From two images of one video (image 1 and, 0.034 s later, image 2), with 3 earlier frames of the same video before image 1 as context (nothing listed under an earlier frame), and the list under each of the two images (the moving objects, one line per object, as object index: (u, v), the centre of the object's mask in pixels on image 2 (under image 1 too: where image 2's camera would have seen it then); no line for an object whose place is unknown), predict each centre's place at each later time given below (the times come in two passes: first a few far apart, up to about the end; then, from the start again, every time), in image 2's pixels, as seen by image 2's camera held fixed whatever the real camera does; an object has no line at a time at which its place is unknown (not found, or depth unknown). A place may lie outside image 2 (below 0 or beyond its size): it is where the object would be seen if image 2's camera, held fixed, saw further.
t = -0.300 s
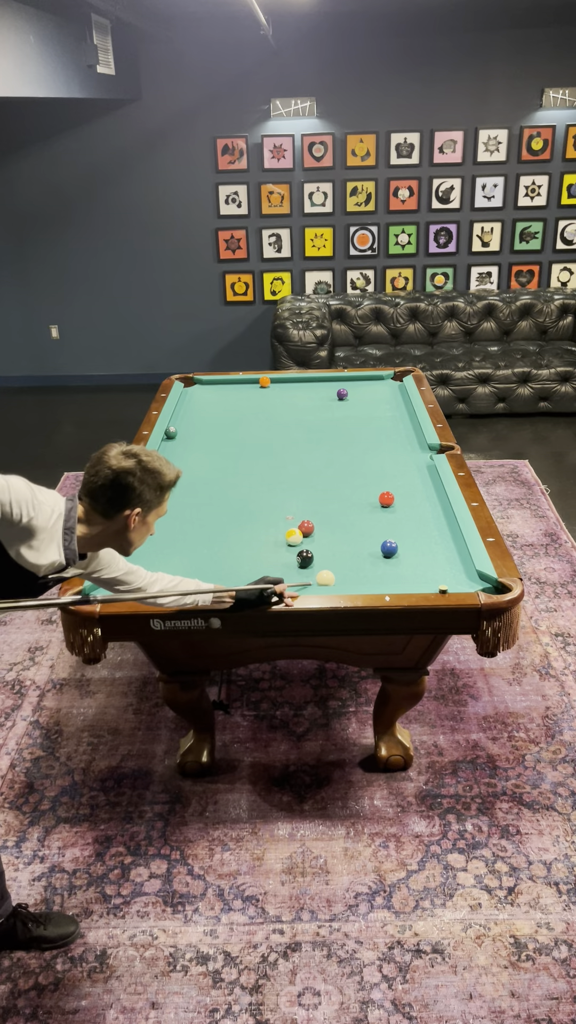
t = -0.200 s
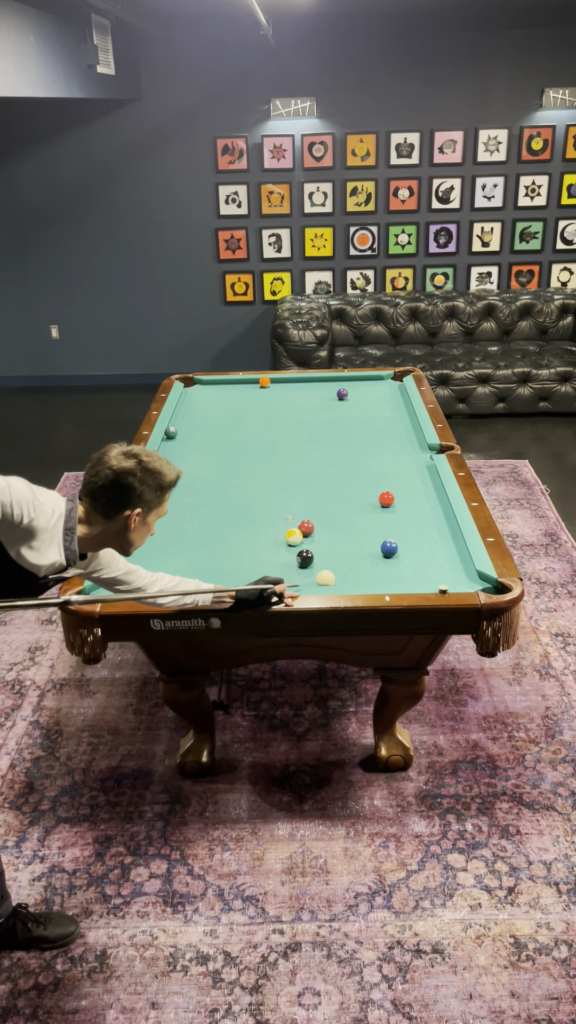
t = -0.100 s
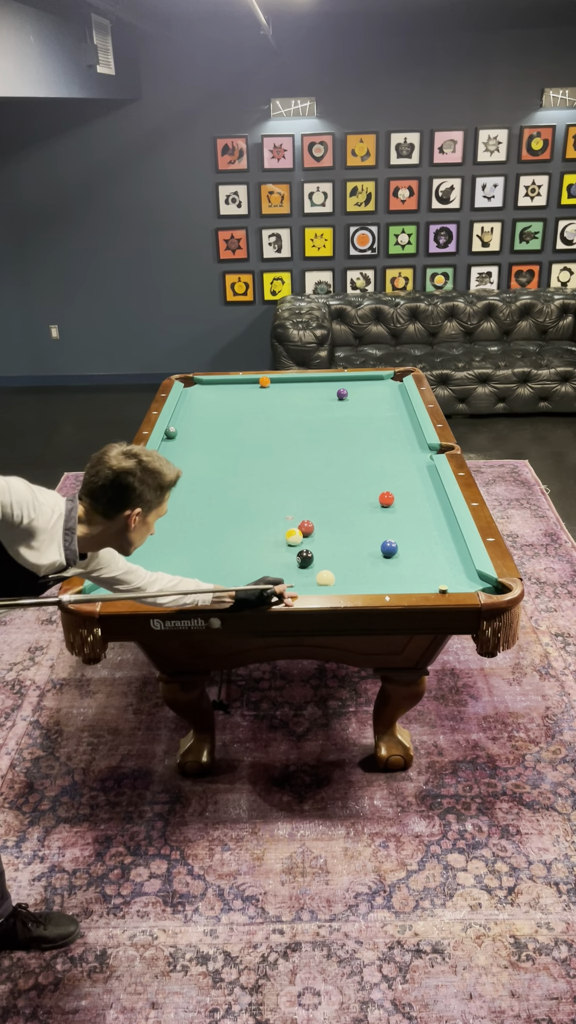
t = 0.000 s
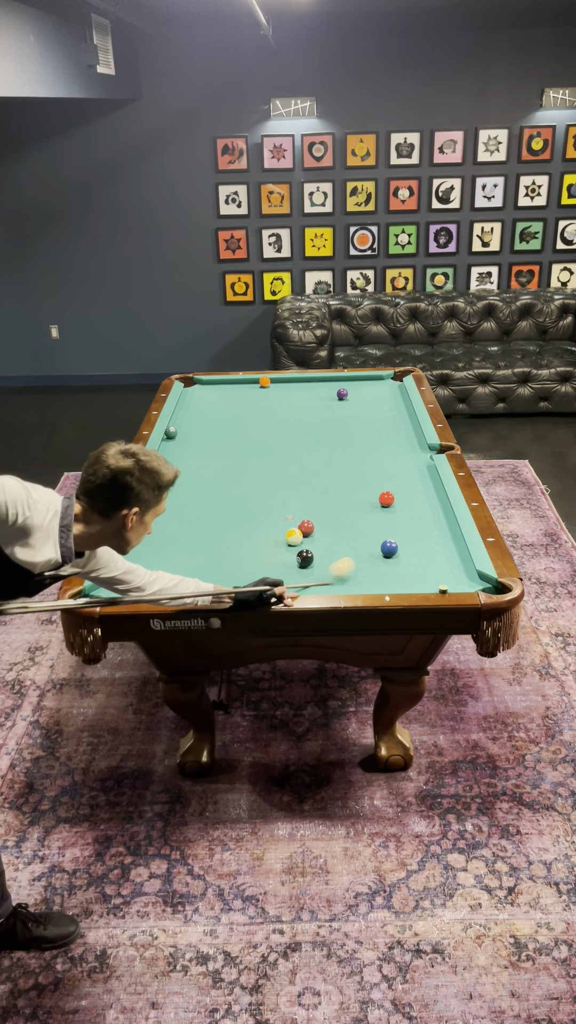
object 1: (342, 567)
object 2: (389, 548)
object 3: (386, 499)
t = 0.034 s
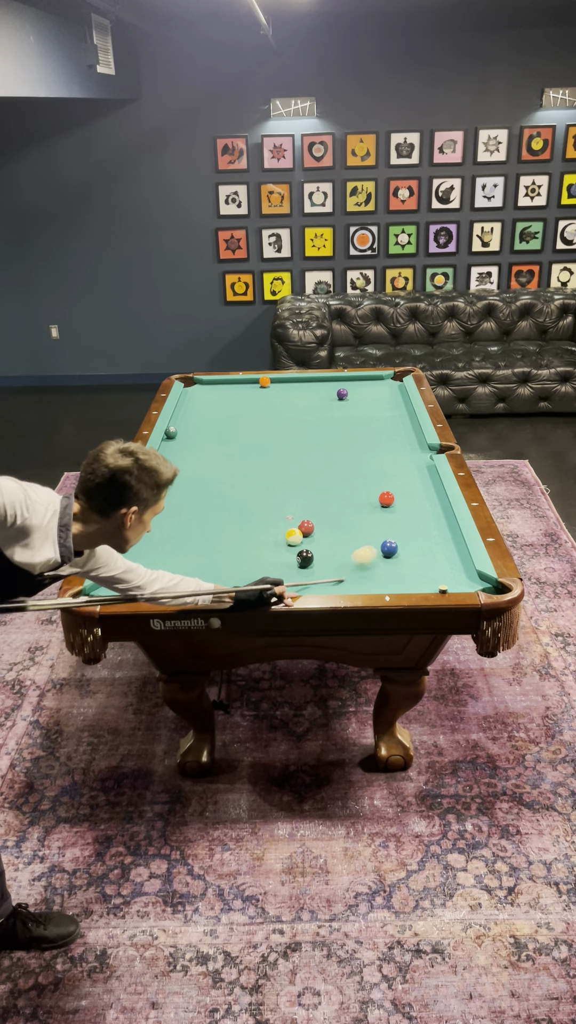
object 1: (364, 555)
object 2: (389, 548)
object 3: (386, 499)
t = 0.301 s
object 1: (374, 555)
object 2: (395, 505)
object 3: (382, 497)
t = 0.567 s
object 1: (366, 559)
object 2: (364, 506)
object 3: (333, 472)
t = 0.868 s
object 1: (358, 563)
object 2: (329, 507)
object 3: (291, 450)
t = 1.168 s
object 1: (351, 565)
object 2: (297, 506)
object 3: (256, 431)
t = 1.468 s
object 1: (347, 566)
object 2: (268, 506)
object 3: (226, 415)
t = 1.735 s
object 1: (345, 567)
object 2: (244, 506)
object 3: (202, 402)
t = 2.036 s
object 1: (344, 567)
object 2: (220, 505)
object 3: (192, 390)
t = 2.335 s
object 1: (344, 567)
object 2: (198, 505)
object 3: (209, 382)
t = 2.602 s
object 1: (344, 568)
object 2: (182, 504)
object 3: (221, 386)
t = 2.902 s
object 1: (344, 567)
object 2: (166, 503)
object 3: (234, 390)
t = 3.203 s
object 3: (247, 394)
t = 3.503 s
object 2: (145, 502)
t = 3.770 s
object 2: (148, 503)
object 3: (269, 400)
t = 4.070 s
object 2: (148, 503)
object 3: (279, 403)
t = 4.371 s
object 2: (148, 503)
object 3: (288, 406)
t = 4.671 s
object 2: (148, 502)
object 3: (295, 408)
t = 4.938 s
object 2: (148, 502)
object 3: (301, 409)
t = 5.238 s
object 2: (148, 502)
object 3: (307, 410)
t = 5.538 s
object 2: (148, 503)
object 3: (311, 411)
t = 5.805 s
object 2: (148, 503)
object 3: (313, 411)
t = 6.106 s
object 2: (148, 503)
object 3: (314, 411)
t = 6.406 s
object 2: (148, 503)
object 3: (314, 411)
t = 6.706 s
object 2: (148, 503)
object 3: (314, 411)
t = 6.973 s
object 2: (148, 503)
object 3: (313, 411)
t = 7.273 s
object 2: (148, 503)
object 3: (314, 411)
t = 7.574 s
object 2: (148, 503)
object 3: (314, 411)
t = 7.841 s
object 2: (148, 503)
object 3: (314, 411)
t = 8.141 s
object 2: (148, 503)
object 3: (314, 411)
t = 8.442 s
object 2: (148, 503)
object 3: (314, 411)
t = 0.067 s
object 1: (377, 550)
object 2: (397, 543)
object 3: (386, 499)
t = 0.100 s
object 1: (377, 551)
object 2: (415, 534)
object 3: (386, 499)
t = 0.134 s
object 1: (377, 552)
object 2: (433, 526)
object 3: (386, 499)
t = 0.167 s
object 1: (377, 552)
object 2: (448, 519)
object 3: (386, 499)
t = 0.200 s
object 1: (377, 553)
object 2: (434, 514)
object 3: (386, 499)
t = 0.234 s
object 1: (376, 553)
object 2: (419, 510)
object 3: (386, 499)
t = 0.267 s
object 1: (375, 554)
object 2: (405, 506)
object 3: (386, 499)
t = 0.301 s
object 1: (374, 555)
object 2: (395, 505)
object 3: (382, 497)
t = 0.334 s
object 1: (372, 555)
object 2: (392, 505)
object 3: (374, 493)
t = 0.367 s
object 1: (371, 556)
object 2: (388, 506)
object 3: (367, 489)
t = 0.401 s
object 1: (370, 556)
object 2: (384, 506)
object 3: (360, 486)
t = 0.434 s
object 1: (370, 557)
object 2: (380, 506)
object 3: (354, 483)
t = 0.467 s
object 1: (368, 557)
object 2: (376, 506)
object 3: (349, 479)
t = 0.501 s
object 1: (367, 558)
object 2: (371, 506)
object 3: (343, 477)
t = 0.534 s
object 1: (367, 559)
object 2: (367, 506)
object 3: (338, 474)
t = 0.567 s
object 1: (366, 559)
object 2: (364, 506)
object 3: (333, 472)
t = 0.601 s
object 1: (365, 560)
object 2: (359, 506)
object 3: (328, 469)
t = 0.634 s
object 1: (364, 560)
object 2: (355, 506)
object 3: (323, 467)
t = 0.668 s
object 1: (363, 560)
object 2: (352, 506)
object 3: (319, 464)
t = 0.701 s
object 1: (362, 561)
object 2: (348, 506)
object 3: (314, 461)
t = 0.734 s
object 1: (361, 561)
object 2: (344, 507)
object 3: (309, 459)
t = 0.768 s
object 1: (360, 562)
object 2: (340, 506)
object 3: (305, 457)
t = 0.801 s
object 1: (359, 562)
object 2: (336, 506)
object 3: (300, 454)
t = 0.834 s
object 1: (359, 563)
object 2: (333, 507)
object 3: (296, 452)
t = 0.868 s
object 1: (358, 563)
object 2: (329, 507)
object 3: (291, 450)
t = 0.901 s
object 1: (357, 563)
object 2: (325, 506)
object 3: (287, 448)
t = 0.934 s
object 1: (356, 563)
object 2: (321, 506)
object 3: (283, 445)
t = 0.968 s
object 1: (356, 564)
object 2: (318, 506)
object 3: (279, 443)
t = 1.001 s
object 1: (355, 564)
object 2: (314, 507)
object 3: (275, 441)
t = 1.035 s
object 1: (354, 564)
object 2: (311, 506)
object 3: (271, 439)
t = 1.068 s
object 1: (353, 565)
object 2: (307, 507)
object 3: (267, 437)
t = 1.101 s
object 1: (353, 565)
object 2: (304, 506)
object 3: (263, 435)
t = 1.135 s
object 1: (352, 565)
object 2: (300, 506)
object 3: (260, 433)
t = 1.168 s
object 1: (351, 565)
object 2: (297, 506)
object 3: (256, 431)
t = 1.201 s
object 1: (351, 565)
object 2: (294, 506)
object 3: (252, 429)
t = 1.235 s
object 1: (350, 565)
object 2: (290, 506)
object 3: (249, 427)
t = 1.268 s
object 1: (349, 566)
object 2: (287, 506)
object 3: (245, 425)
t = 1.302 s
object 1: (349, 566)
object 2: (284, 506)
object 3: (242, 423)
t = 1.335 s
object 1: (348, 566)
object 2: (280, 506)
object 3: (239, 422)
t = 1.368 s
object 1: (348, 566)
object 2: (277, 506)
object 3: (235, 420)
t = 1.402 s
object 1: (347, 566)
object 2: (274, 506)
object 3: (232, 418)
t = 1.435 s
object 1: (347, 566)
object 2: (271, 506)
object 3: (229, 416)
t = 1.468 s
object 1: (347, 566)
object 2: (268, 506)
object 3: (226, 415)
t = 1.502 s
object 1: (346, 566)
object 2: (265, 506)
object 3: (222, 413)
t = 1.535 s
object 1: (346, 567)
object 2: (262, 506)
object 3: (219, 411)
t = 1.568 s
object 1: (346, 567)
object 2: (259, 506)
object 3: (216, 410)
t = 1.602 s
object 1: (345, 567)
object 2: (256, 506)
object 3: (213, 408)
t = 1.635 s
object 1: (345, 567)
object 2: (253, 506)
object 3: (210, 407)
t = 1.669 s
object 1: (345, 567)
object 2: (250, 506)
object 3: (208, 405)
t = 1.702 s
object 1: (345, 567)
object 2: (247, 506)
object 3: (205, 403)
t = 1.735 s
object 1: (345, 567)
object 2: (244, 506)
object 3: (202, 402)
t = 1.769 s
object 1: (345, 567)
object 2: (241, 506)
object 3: (199, 400)
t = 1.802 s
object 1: (345, 567)
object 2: (239, 505)
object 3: (196, 399)
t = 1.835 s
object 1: (344, 567)
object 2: (236, 506)
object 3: (194, 398)
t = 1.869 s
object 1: (344, 567)
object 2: (233, 506)
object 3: (191, 396)
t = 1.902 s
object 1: (344, 567)
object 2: (231, 505)
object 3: (188, 395)
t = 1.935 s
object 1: (344, 567)
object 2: (228, 505)
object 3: (186, 393)
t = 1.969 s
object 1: (344, 567)
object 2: (225, 505)
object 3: (188, 392)
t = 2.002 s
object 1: (344, 567)
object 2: (223, 505)
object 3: (190, 391)
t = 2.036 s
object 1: (344, 567)
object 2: (220, 505)
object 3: (192, 390)
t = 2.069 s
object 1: (344, 567)
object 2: (217, 505)
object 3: (194, 389)
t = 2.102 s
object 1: (344, 567)
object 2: (215, 505)
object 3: (196, 388)
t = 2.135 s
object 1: (344, 567)
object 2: (213, 505)
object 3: (198, 386)
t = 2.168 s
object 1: (344, 567)
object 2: (210, 505)
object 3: (200, 385)
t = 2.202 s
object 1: (344, 567)
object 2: (208, 505)
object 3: (202, 385)
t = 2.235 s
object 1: (344, 567)
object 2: (206, 504)
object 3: (204, 384)
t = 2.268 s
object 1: (344, 567)
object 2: (203, 504)
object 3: (205, 383)
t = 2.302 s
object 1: (344, 567)
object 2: (201, 504)
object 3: (207, 382)
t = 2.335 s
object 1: (344, 567)
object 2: (198, 505)
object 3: (209, 382)
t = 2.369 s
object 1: (344, 567)
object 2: (196, 504)
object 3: (211, 382)
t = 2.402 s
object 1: (344, 567)
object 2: (194, 504)
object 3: (212, 383)
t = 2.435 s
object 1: (344, 568)
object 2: (192, 504)
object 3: (214, 384)
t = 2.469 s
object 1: (344, 568)
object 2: (190, 504)
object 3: (215, 384)
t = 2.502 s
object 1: (344, 567)
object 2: (188, 504)
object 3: (217, 385)
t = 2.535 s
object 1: (344, 567)
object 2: (186, 504)
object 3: (218, 385)
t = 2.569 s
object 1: (344, 567)
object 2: (184, 504)
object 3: (220, 385)
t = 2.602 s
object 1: (344, 568)
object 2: (182, 504)
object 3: (221, 386)
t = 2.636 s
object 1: (344, 568)
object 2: (180, 504)
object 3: (223, 386)
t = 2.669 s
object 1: (344, 567)
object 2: (178, 504)
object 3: (224, 387)
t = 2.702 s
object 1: (344, 567)
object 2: (176, 504)
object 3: (226, 387)
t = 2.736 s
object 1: (344, 567)
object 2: (174, 504)
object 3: (227, 388)
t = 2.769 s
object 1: (344, 567)
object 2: (172, 504)
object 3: (229, 388)
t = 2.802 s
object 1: (344, 568)
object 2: (170, 503)
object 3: (230, 389)
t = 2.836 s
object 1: (344, 567)
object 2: (168, 503)
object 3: (232, 389)
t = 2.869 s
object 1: (344, 567)
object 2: (167, 503)
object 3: (234, 390)
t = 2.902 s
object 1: (344, 567)
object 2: (166, 503)
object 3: (234, 390)
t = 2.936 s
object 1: (344, 567)
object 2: (164, 503)
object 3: (236, 390)
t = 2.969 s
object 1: (344, 567)
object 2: (162, 503)
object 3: (238, 391)
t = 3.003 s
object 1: (344, 567)
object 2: (160, 503)
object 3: (239, 391)
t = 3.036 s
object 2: (159, 503)
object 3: (241, 392)
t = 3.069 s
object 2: (158, 503)
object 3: (242, 393)
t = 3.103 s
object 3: (243, 393)
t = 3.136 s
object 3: (245, 393)
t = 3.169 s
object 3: (246, 394)
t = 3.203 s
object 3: (247, 394)
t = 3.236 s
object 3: (249, 394)
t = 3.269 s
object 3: (250, 395)
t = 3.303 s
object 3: (252, 395)
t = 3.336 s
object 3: (253, 396)
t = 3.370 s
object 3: (254, 396)
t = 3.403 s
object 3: (255, 396)
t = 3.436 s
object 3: (258, 398)
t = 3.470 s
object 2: (142, 502)
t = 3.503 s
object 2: (145, 502)
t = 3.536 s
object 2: (145, 502)
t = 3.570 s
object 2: (146, 502)
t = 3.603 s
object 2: (146, 503)
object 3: (263, 398)
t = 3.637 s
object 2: (146, 503)
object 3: (264, 399)
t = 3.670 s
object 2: (147, 503)
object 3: (265, 399)
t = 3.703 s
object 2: (147, 503)
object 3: (267, 400)
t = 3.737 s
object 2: (147, 503)
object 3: (268, 400)
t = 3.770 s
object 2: (148, 503)
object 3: (269, 400)
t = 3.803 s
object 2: (148, 503)
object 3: (270, 401)
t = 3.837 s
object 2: (148, 503)
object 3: (271, 401)
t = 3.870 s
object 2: (148, 503)
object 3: (272, 401)
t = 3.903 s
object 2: (148, 503)
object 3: (273, 402)
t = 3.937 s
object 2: (148, 503)
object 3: (275, 402)
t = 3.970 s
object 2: (148, 503)
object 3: (275, 402)
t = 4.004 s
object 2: (149, 503)
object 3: (277, 403)
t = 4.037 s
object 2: (149, 503)
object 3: (278, 403)
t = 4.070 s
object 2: (148, 503)
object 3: (279, 403)
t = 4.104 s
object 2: (149, 503)
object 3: (280, 404)
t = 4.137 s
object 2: (148, 503)
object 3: (281, 404)
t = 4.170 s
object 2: (148, 503)
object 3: (282, 404)
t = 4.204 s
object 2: (148, 503)
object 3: (283, 404)
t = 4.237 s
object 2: (148, 503)
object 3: (284, 405)
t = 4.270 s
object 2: (148, 503)
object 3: (285, 405)
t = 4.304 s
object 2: (148, 502)
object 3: (286, 405)
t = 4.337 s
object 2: (148, 503)
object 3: (287, 405)
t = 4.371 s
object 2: (148, 503)
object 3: (288, 406)
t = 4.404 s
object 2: (148, 502)
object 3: (288, 406)
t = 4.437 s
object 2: (148, 502)
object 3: (289, 406)
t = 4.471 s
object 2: (148, 502)
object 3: (290, 406)
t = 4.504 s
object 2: (148, 502)
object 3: (291, 407)
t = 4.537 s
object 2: (148, 502)
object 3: (292, 407)
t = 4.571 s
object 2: (148, 502)
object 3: (293, 407)
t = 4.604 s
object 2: (148, 502)
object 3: (293, 407)
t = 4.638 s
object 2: (148, 502)
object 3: (294, 408)
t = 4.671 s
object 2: (148, 502)
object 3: (295, 408)
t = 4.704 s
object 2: (148, 502)
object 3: (296, 408)
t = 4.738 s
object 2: (148, 502)
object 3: (297, 408)
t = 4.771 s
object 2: (148, 502)
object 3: (298, 408)
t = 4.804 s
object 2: (148, 502)
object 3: (298, 408)
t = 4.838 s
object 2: (148, 502)
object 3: (299, 409)
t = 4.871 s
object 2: (148, 502)
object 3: (300, 409)
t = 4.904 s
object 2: (148, 502)
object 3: (301, 409)
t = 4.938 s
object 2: (148, 502)
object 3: (301, 409)
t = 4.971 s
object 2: (148, 502)
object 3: (302, 409)
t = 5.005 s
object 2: (148, 502)
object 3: (303, 409)
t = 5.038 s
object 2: (148, 502)
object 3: (303, 410)
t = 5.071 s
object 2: (148, 502)
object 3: (304, 410)
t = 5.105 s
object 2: (148, 502)
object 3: (304, 410)
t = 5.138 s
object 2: (148, 502)
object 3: (305, 410)
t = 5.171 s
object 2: (148, 502)
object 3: (305, 410)
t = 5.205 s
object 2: (148, 502)
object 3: (306, 410)
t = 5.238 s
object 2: (148, 502)
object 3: (307, 410)
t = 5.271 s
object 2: (148, 503)
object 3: (307, 410)
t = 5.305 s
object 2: (148, 503)
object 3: (308, 410)
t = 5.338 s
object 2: (148, 503)
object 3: (308, 411)
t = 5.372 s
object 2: (148, 503)
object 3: (309, 411)
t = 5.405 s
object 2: (148, 502)
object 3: (309, 411)
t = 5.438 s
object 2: (148, 503)
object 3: (309, 411)
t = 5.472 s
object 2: (148, 503)
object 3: (310, 411)
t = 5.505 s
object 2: (148, 503)
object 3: (310, 411)
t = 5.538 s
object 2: (148, 503)
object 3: (311, 411)
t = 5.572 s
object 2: (148, 503)
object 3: (311, 411)
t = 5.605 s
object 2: (148, 503)
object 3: (311, 411)
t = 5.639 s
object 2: (148, 503)
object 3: (312, 411)
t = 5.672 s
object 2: (148, 503)
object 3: (312, 411)
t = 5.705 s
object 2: (148, 503)
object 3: (312, 411)
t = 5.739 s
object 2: (148, 503)
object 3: (312, 411)
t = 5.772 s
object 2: (148, 503)
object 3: (313, 411)
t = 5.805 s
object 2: (148, 503)
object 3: (313, 411)
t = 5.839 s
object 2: (148, 503)
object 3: (313, 411)
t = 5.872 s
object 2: (148, 503)
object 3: (313, 411)
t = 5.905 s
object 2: (148, 503)
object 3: (313, 411)
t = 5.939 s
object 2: (148, 503)
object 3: (313, 411)
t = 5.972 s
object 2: (148, 503)
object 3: (314, 411)
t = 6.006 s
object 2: (148, 503)
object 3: (314, 411)
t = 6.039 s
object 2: (148, 503)
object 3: (314, 411)
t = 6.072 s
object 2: (148, 503)
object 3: (314, 411)
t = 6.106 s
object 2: (148, 503)
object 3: (314, 411)
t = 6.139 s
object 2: (148, 503)
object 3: (314, 411)
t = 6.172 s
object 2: (148, 503)
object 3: (314, 411)
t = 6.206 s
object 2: (148, 503)
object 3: (314, 411)
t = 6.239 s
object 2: (148, 503)
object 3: (314, 411)
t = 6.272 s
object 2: (148, 503)
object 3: (314, 411)
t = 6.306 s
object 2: (148, 503)
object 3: (314, 411)
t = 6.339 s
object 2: (148, 503)
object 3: (314, 411)
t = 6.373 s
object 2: (148, 503)
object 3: (314, 411)
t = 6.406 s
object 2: (148, 503)
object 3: (314, 411)
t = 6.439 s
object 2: (148, 503)
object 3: (314, 411)
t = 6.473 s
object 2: (148, 503)
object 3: (314, 411)
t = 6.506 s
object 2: (148, 503)
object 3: (314, 411)
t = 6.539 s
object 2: (148, 503)
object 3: (314, 411)
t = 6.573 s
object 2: (148, 503)
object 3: (314, 411)
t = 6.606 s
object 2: (148, 503)
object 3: (314, 411)
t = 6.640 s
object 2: (148, 503)
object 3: (314, 411)
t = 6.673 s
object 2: (148, 503)
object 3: (314, 411)
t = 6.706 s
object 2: (148, 503)
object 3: (314, 411)
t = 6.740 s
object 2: (148, 503)
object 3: (314, 411)
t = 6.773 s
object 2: (148, 503)
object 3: (314, 411)
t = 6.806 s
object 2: (148, 503)
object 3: (314, 411)
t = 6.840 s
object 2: (148, 503)
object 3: (313, 411)
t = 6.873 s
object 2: (148, 503)
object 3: (313, 411)
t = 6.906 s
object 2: (148, 503)
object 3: (313, 411)
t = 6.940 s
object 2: (148, 503)
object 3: (314, 411)
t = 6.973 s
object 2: (148, 503)
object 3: (313, 411)
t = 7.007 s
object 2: (148, 503)
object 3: (314, 411)
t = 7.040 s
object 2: (148, 503)
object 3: (314, 411)
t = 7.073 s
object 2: (148, 503)
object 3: (314, 411)
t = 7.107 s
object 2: (148, 503)
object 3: (314, 411)
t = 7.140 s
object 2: (148, 503)
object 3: (314, 411)
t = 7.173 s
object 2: (148, 503)
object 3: (314, 411)
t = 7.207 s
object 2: (148, 503)
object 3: (314, 411)
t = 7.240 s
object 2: (148, 503)
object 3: (314, 411)
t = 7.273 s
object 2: (148, 503)
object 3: (314, 411)
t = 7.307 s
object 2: (148, 503)
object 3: (314, 411)
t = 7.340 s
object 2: (148, 503)
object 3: (314, 411)
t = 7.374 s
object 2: (148, 503)
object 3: (314, 411)
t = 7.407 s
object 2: (148, 503)
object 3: (314, 411)
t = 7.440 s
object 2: (148, 503)
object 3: (314, 411)
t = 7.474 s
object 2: (148, 503)
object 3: (314, 411)
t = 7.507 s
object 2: (148, 503)
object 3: (314, 411)
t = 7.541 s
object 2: (148, 503)
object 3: (314, 411)
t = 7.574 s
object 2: (148, 503)
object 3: (314, 411)
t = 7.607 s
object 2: (148, 503)
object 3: (314, 411)
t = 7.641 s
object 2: (148, 503)
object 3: (314, 411)
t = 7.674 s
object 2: (148, 503)
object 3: (314, 411)
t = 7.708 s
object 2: (148, 503)
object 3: (314, 411)
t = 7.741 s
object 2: (148, 503)
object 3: (314, 411)
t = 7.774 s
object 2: (148, 503)
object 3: (314, 411)
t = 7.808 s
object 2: (148, 503)
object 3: (314, 411)
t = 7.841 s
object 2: (148, 503)
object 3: (314, 411)
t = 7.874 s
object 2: (148, 503)
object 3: (314, 411)
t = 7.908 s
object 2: (148, 503)
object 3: (314, 411)
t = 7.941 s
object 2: (148, 503)
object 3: (314, 411)
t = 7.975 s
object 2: (148, 503)
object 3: (314, 411)
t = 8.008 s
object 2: (148, 503)
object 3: (314, 411)
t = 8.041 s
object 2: (148, 503)
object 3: (314, 411)
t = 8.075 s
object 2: (148, 503)
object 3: (314, 411)
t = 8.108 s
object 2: (148, 503)
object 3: (314, 411)
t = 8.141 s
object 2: (148, 503)
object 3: (314, 411)
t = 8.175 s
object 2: (148, 503)
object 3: (314, 411)
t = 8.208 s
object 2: (148, 503)
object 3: (314, 411)
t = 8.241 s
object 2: (148, 503)
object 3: (314, 411)
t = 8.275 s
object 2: (148, 503)
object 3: (314, 411)
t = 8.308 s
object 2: (148, 503)
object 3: (314, 411)
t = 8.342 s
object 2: (148, 503)
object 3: (314, 411)
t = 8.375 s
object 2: (148, 503)
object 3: (314, 411)
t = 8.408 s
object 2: (148, 503)
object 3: (314, 411)
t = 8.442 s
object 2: (148, 503)
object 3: (314, 411)
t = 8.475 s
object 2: (148, 503)
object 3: (314, 411)
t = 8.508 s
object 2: (148, 503)
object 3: (314, 411)
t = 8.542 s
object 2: (148, 503)
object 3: (314, 411)
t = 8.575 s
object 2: (148, 503)
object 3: (314, 411)
